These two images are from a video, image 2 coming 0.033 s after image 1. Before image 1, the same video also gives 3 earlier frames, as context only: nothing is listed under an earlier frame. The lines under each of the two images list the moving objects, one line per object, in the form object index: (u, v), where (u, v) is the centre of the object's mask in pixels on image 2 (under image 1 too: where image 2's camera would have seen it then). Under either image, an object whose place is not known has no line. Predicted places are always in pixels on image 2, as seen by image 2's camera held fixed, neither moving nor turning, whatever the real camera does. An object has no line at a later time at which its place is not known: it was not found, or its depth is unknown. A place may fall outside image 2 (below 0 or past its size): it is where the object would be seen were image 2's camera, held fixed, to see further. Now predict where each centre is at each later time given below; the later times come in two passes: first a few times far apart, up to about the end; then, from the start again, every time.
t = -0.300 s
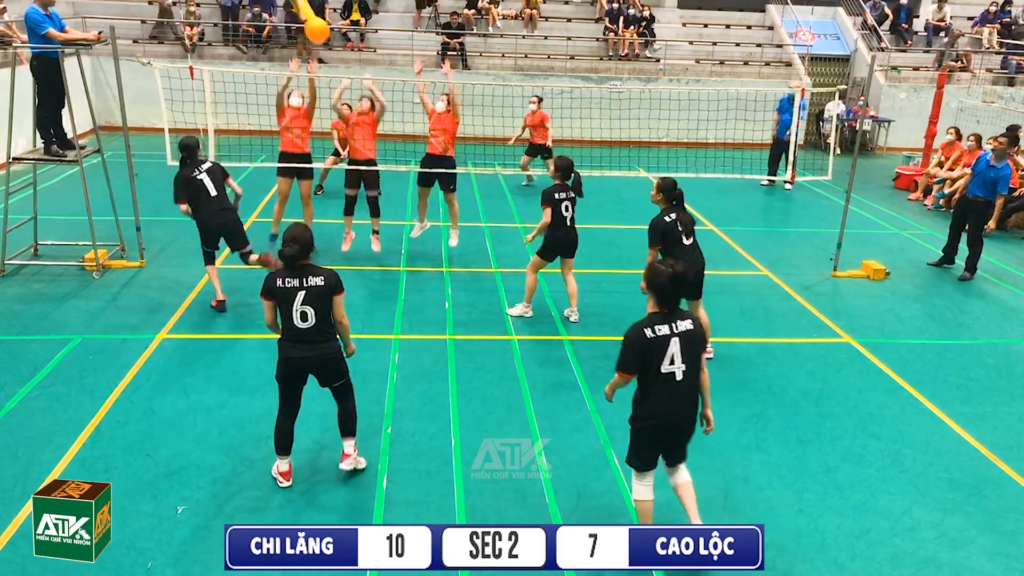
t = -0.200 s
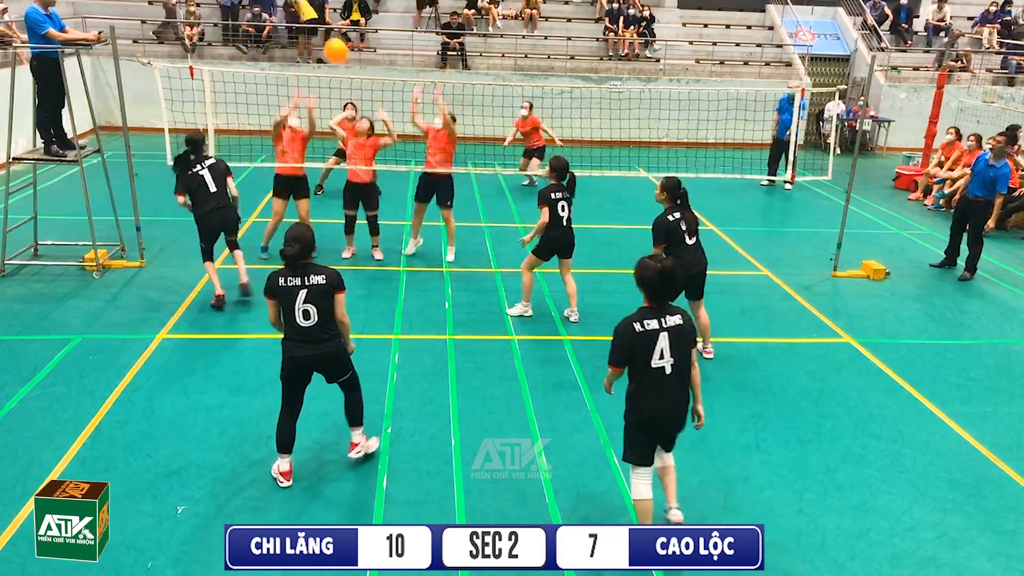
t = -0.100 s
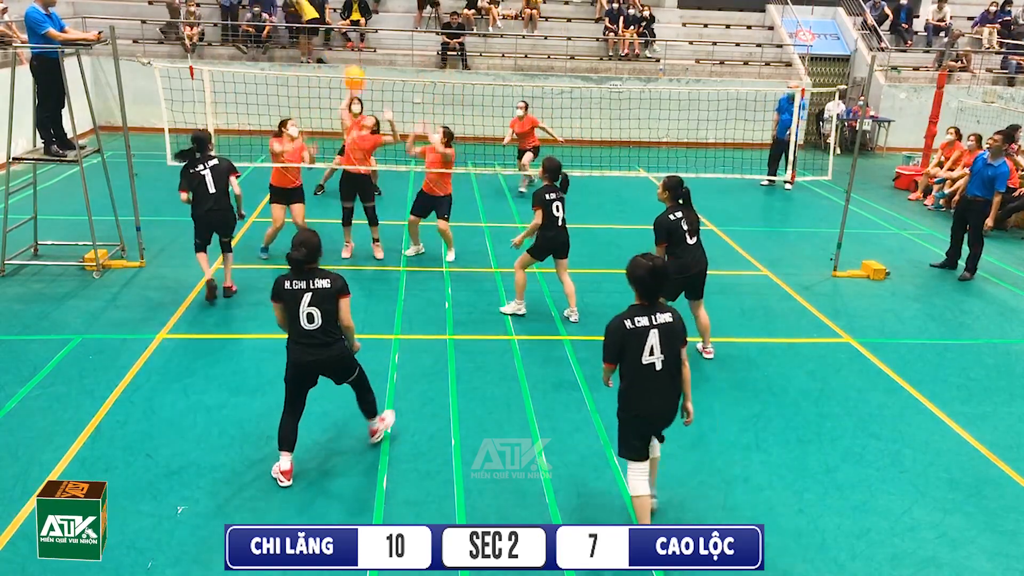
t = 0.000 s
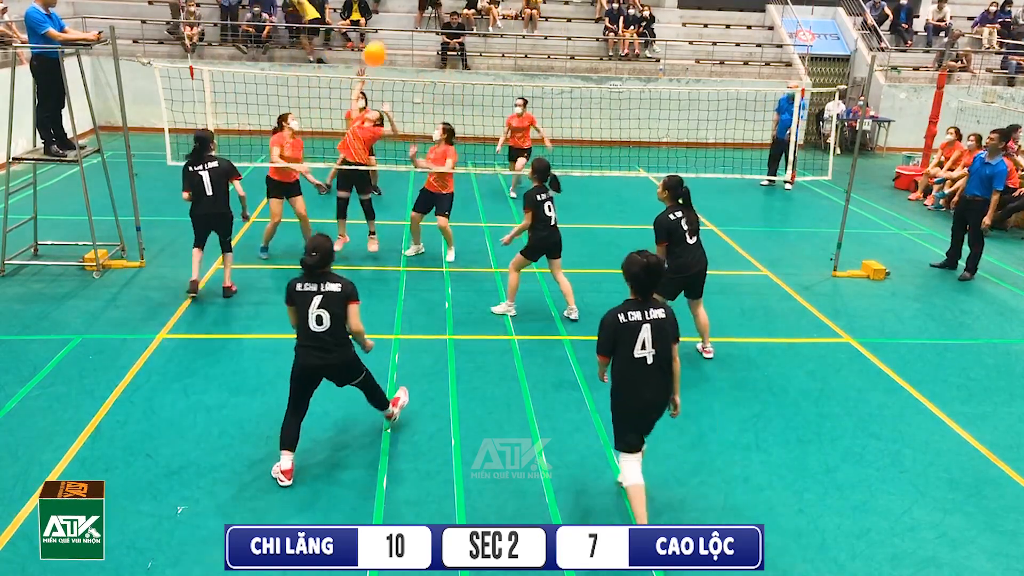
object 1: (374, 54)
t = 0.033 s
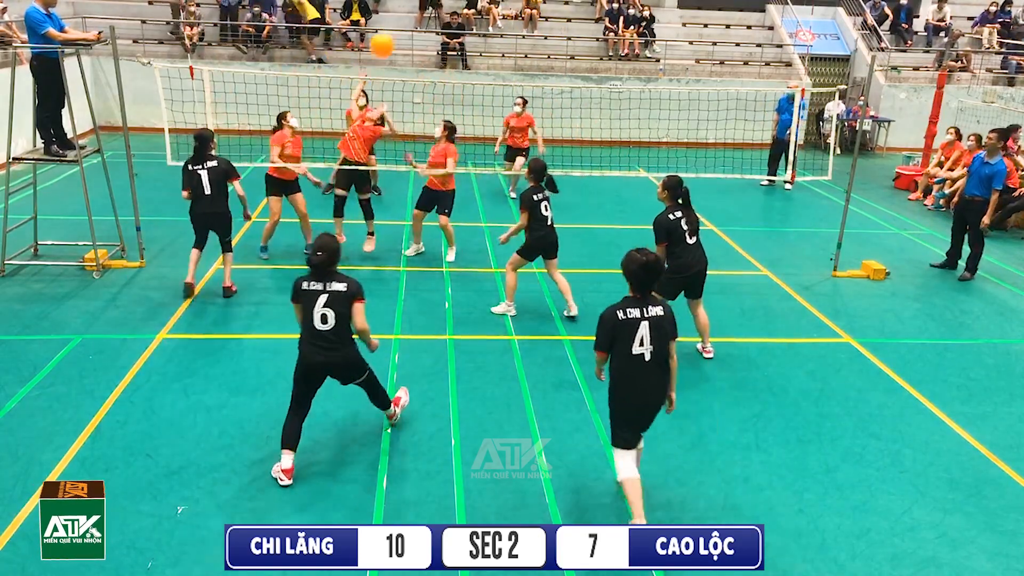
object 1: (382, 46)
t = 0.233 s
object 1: (428, 11)
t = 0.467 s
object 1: (483, 24)
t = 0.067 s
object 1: (389, 37)
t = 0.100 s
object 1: (397, 29)
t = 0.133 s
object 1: (405, 23)
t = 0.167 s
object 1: (413, 18)
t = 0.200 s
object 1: (421, 13)
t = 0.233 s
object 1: (428, 11)
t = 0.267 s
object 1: (435, 10)
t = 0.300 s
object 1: (444, 10)
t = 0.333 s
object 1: (451, 10)
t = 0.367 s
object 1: (459, 12)
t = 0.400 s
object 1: (467, 14)
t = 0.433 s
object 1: (475, 18)
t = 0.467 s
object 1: (483, 24)
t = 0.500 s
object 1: (492, 31)
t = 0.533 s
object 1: (499, 39)
